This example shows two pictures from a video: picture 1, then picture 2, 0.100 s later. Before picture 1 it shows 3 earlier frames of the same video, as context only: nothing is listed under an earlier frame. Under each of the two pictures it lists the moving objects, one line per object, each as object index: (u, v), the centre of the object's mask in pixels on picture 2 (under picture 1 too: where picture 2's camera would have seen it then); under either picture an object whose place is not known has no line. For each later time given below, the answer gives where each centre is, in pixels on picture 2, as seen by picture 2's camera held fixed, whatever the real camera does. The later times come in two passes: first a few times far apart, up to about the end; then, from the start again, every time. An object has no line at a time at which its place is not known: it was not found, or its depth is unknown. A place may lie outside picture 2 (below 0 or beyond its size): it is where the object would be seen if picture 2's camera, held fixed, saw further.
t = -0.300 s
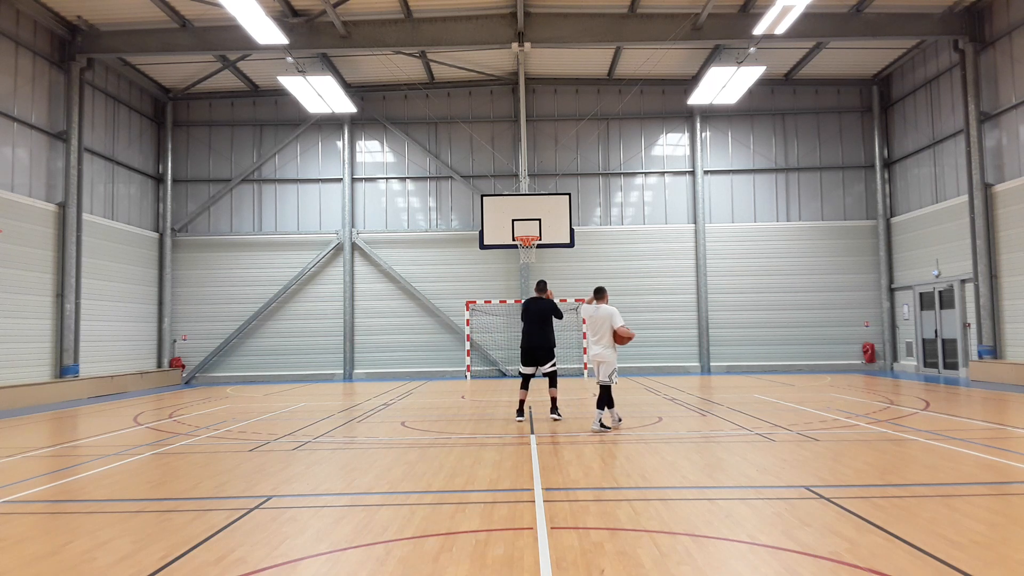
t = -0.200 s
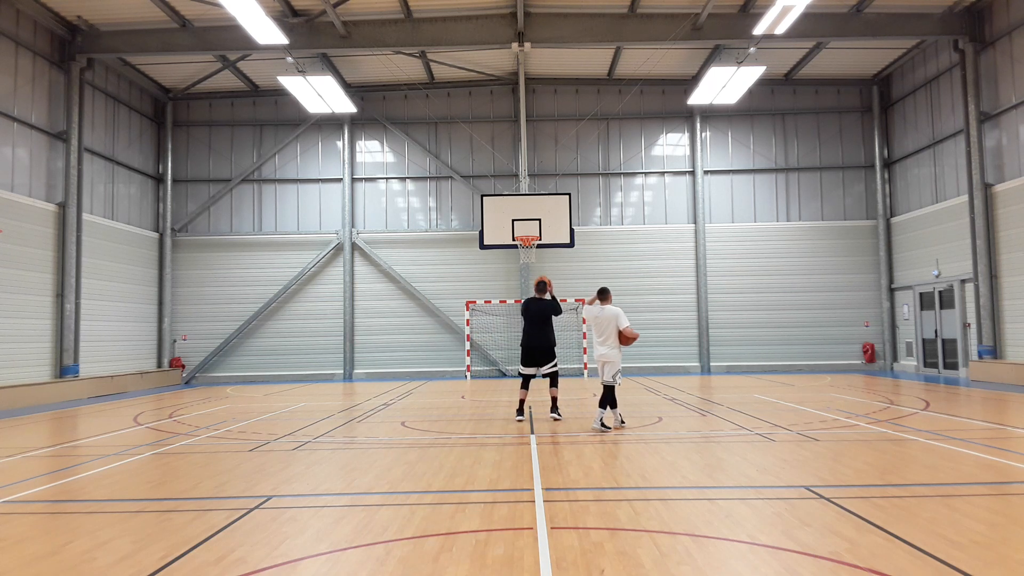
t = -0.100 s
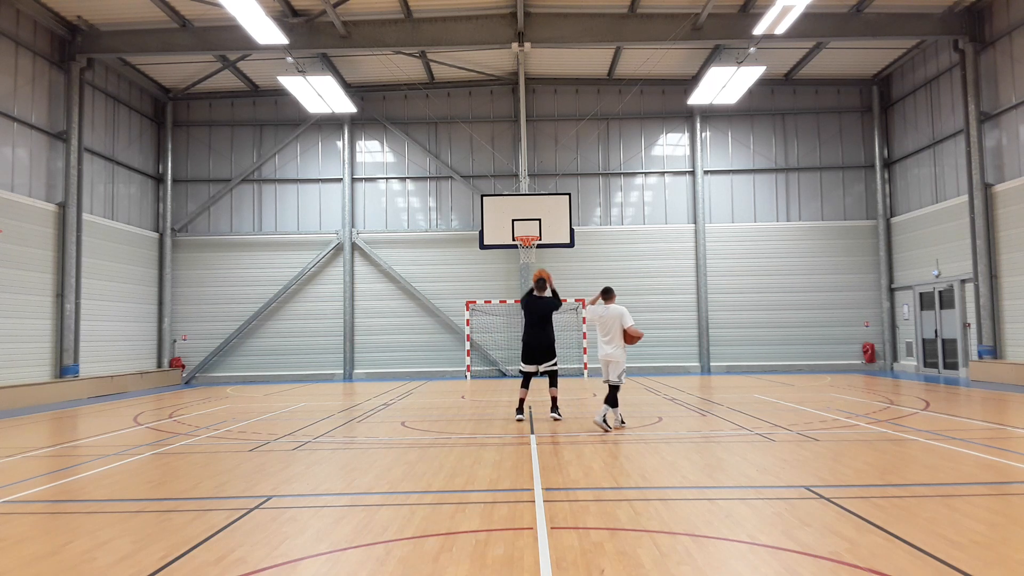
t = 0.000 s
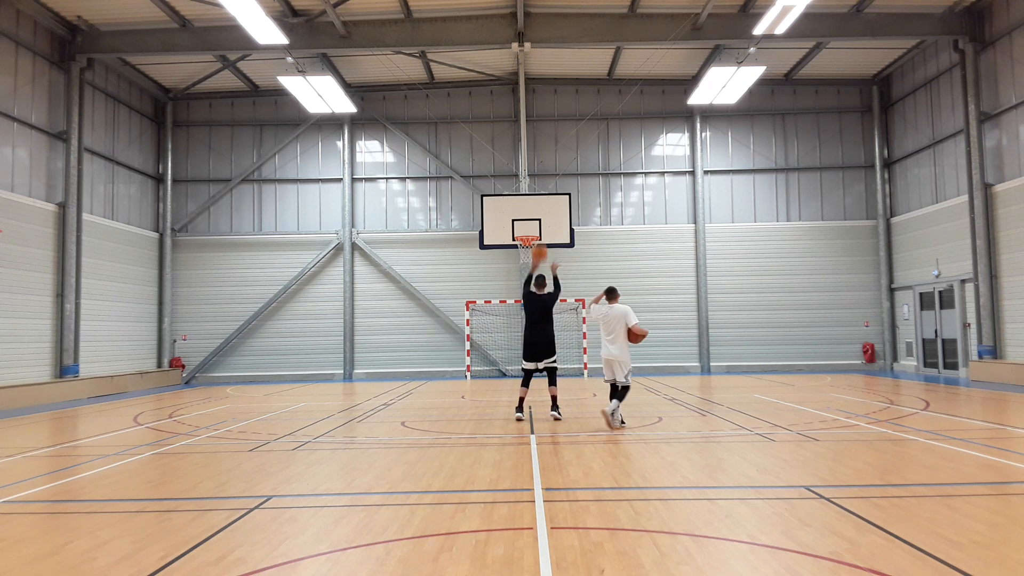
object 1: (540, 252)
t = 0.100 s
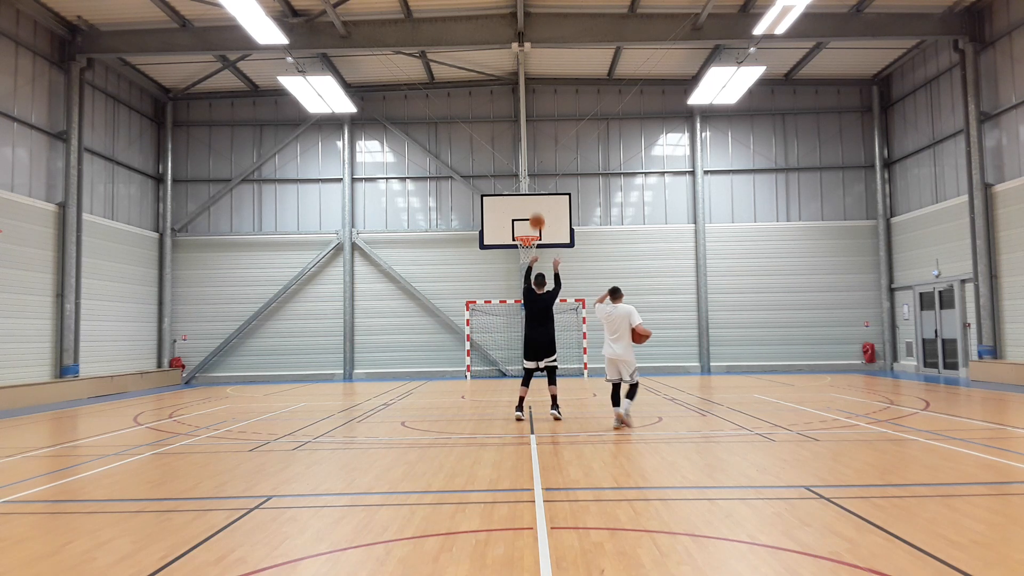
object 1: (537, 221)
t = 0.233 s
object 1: (534, 194)
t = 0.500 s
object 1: (529, 174)
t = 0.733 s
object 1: (526, 189)
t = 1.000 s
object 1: (524, 232)
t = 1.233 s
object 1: (556, 220)
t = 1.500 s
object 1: (598, 237)
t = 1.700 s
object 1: (634, 279)
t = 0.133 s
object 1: (536, 213)
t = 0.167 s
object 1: (536, 206)
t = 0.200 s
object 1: (535, 199)
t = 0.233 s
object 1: (534, 194)
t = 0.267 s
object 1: (534, 189)
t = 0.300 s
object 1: (533, 185)
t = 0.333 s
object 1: (532, 181)
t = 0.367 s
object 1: (532, 178)
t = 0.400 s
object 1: (531, 176)
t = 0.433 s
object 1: (530, 175)
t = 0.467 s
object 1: (530, 174)
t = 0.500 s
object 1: (529, 174)
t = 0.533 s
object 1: (529, 174)
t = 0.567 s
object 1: (529, 175)
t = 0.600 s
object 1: (528, 177)
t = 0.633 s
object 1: (527, 179)
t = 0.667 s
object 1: (527, 181)
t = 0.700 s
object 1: (526, 185)
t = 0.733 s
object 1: (526, 189)
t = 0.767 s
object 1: (526, 193)
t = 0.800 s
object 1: (525, 198)
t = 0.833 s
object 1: (525, 203)
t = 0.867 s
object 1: (524, 209)
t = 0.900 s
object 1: (524, 214)
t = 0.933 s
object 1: (524, 221)
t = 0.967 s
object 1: (524, 228)
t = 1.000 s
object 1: (524, 232)
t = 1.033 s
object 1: (528, 231)
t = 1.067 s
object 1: (533, 228)
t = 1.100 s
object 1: (537, 225)
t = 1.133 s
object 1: (542, 223)
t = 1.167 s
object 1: (547, 222)
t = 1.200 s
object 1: (552, 221)
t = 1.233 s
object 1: (556, 220)
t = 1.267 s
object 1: (561, 220)
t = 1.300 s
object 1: (566, 221)
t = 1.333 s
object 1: (571, 222)
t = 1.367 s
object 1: (577, 224)
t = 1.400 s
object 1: (582, 227)
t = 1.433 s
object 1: (588, 230)
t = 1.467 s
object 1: (593, 232)
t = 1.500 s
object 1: (598, 237)
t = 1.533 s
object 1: (604, 243)
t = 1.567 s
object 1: (610, 248)
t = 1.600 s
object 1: (616, 255)
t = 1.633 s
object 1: (622, 263)
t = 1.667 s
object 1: (628, 271)
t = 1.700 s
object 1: (634, 279)
